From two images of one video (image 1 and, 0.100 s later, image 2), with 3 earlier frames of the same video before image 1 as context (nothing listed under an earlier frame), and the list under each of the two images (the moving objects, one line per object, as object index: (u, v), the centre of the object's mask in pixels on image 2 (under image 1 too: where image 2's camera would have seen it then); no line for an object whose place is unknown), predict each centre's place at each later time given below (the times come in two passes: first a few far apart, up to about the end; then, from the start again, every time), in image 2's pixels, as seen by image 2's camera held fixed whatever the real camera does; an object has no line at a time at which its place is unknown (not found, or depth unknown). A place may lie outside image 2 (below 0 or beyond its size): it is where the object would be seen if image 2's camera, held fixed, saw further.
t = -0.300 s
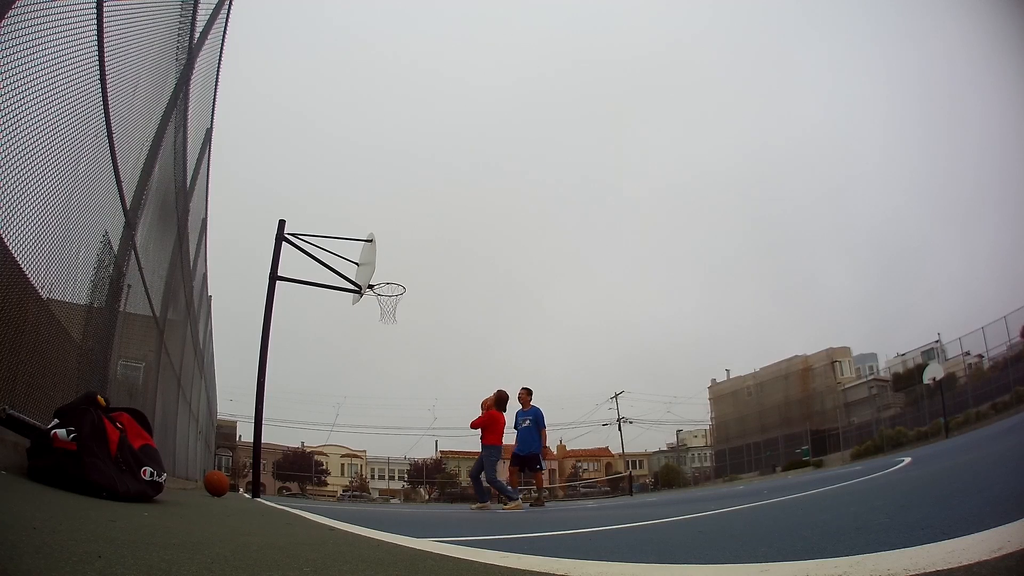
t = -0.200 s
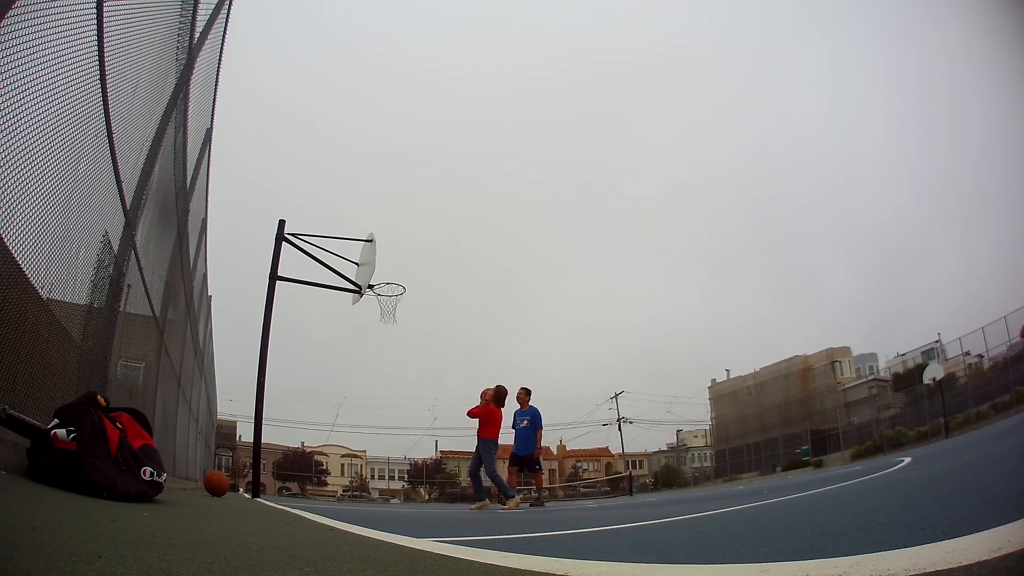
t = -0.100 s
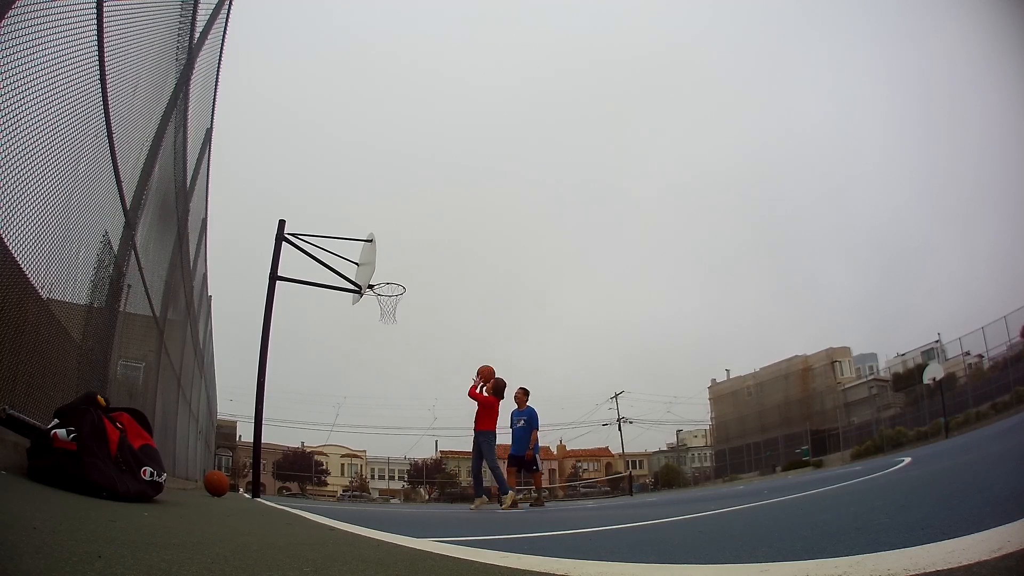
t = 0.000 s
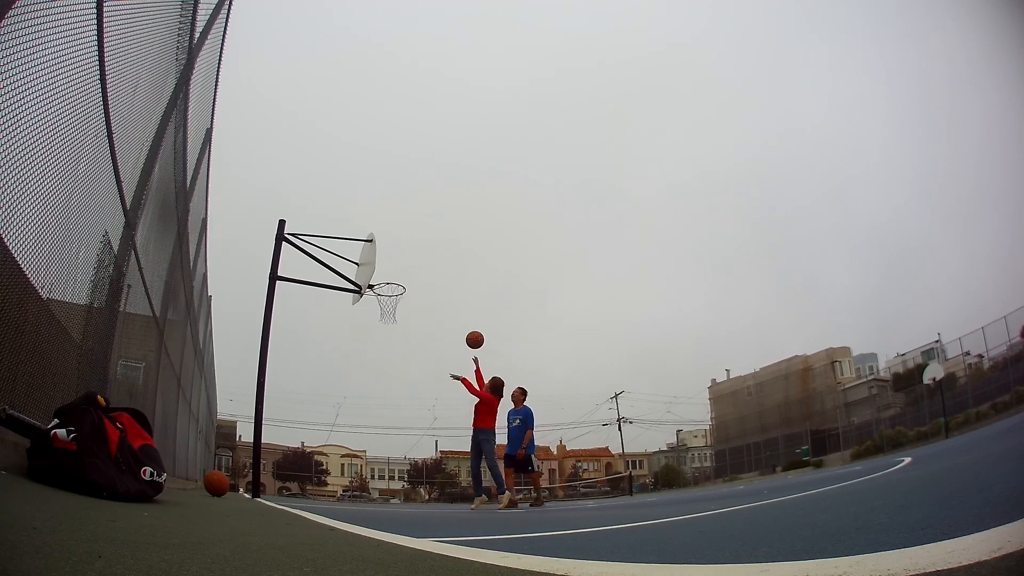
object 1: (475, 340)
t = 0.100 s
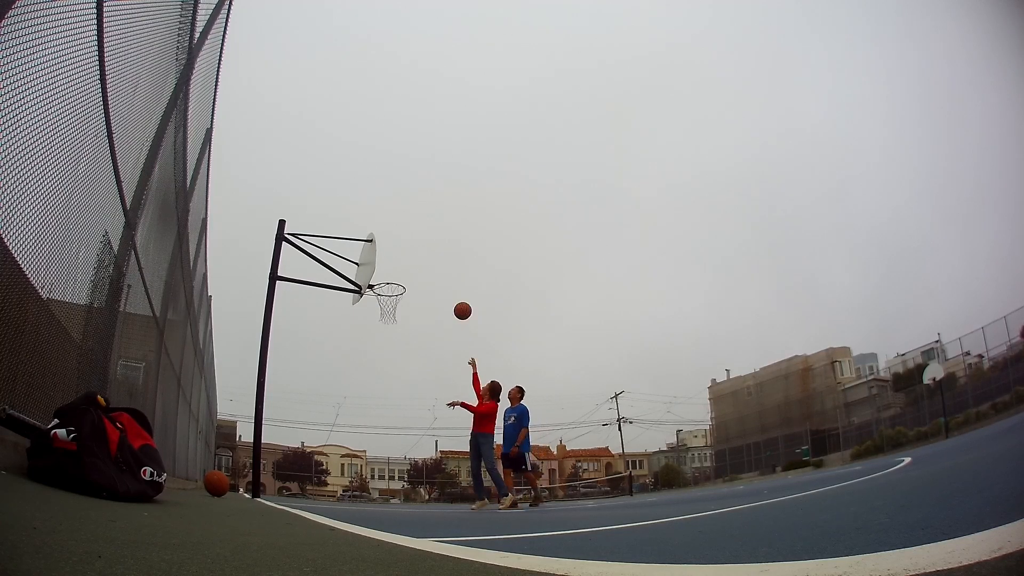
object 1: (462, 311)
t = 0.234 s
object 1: (447, 284)
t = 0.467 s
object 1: (422, 268)
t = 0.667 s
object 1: (402, 277)
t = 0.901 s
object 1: (389, 281)
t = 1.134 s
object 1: (379, 305)
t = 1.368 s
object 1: (386, 345)
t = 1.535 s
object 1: (392, 396)
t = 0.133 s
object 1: (459, 303)
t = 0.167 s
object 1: (455, 296)
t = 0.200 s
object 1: (451, 290)
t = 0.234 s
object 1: (447, 284)
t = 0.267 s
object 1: (443, 280)
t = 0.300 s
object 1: (440, 276)
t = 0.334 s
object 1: (436, 273)
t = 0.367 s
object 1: (433, 270)
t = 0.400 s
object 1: (429, 269)
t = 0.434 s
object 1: (426, 268)
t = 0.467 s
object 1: (422, 268)
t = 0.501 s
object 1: (418, 268)
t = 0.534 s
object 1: (415, 270)
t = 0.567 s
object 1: (411, 272)
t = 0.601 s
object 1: (407, 274)
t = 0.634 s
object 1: (404, 278)
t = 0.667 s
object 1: (402, 277)
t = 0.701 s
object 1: (400, 276)
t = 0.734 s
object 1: (398, 275)
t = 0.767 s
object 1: (396, 275)
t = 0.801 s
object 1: (394, 276)
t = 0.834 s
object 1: (393, 278)
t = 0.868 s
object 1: (391, 280)
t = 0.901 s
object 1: (389, 281)
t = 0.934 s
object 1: (387, 282)
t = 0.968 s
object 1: (385, 285)
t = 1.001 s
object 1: (383, 288)
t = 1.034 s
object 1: (381, 291)
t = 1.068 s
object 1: (380, 296)
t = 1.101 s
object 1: (379, 300)
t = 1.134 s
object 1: (379, 305)
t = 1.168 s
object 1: (379, 309)
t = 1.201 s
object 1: (380, 314)
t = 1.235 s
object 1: (381, 318)
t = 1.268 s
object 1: (382, 324)
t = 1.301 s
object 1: (384, 330)
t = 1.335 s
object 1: (385, 337)
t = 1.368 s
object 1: (386, 345)
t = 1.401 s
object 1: (387, 353)
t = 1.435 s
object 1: (389, 363)
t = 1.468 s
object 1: (390, 373)
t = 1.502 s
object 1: (391, 384)
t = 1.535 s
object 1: (392, 396)
